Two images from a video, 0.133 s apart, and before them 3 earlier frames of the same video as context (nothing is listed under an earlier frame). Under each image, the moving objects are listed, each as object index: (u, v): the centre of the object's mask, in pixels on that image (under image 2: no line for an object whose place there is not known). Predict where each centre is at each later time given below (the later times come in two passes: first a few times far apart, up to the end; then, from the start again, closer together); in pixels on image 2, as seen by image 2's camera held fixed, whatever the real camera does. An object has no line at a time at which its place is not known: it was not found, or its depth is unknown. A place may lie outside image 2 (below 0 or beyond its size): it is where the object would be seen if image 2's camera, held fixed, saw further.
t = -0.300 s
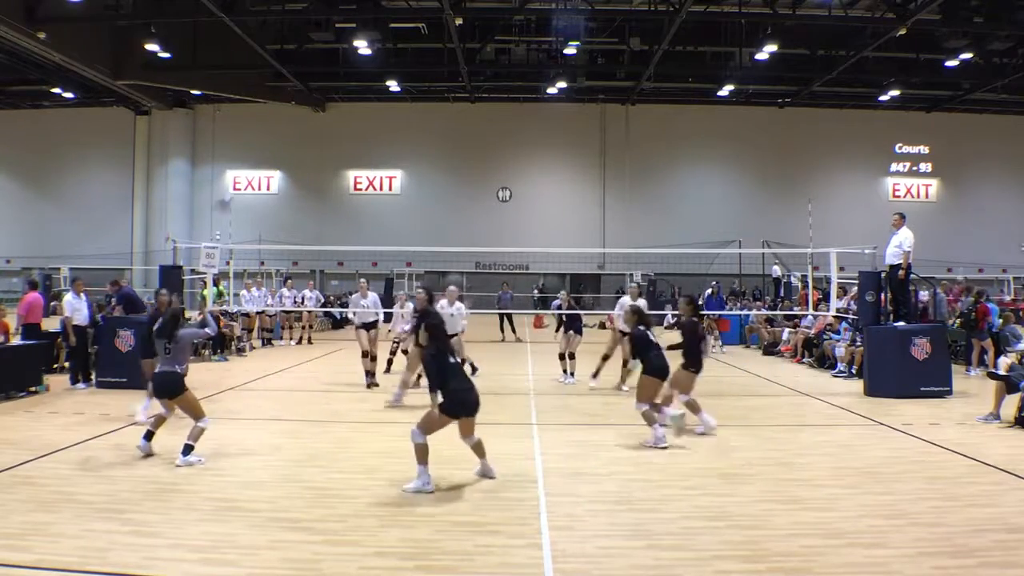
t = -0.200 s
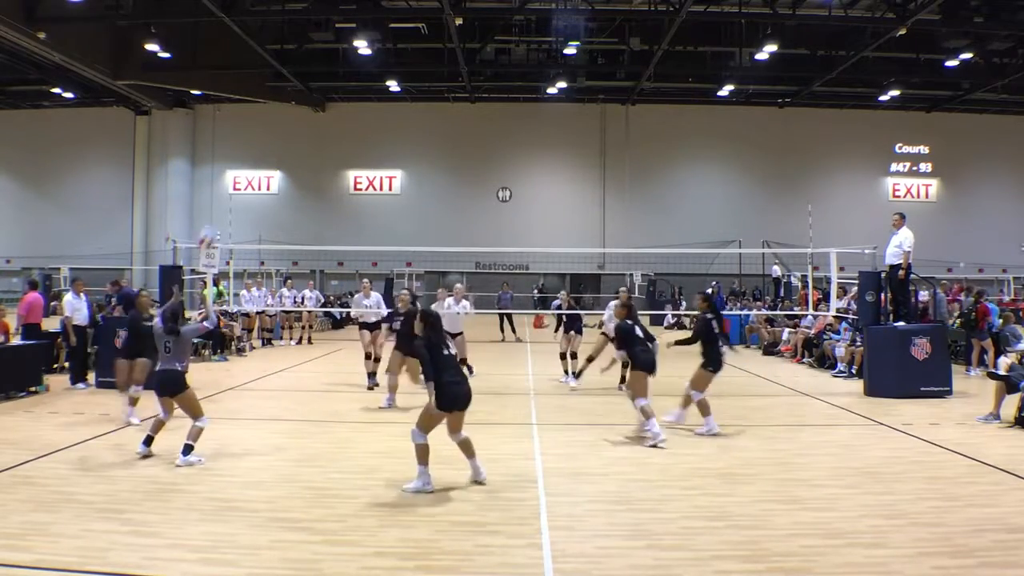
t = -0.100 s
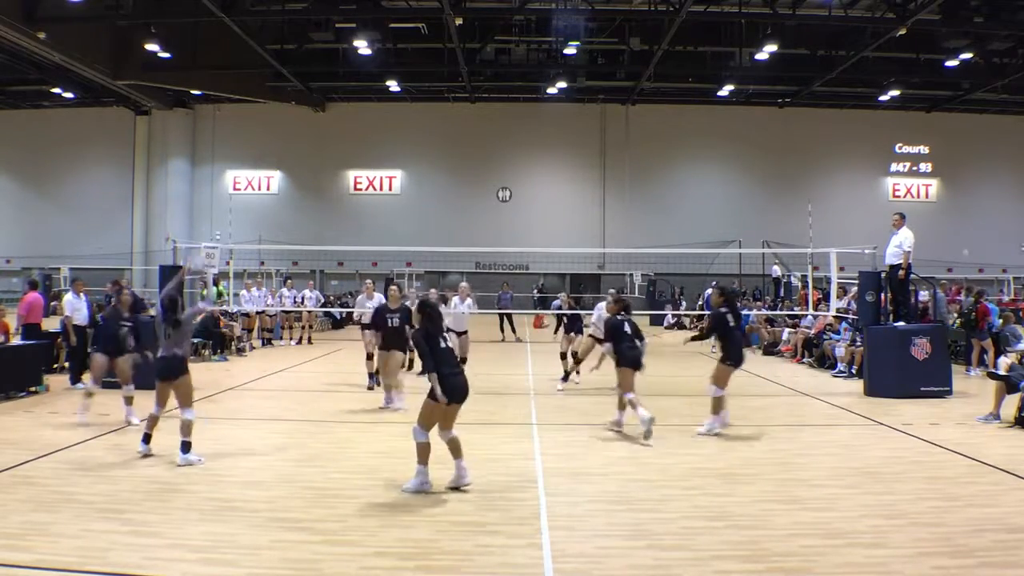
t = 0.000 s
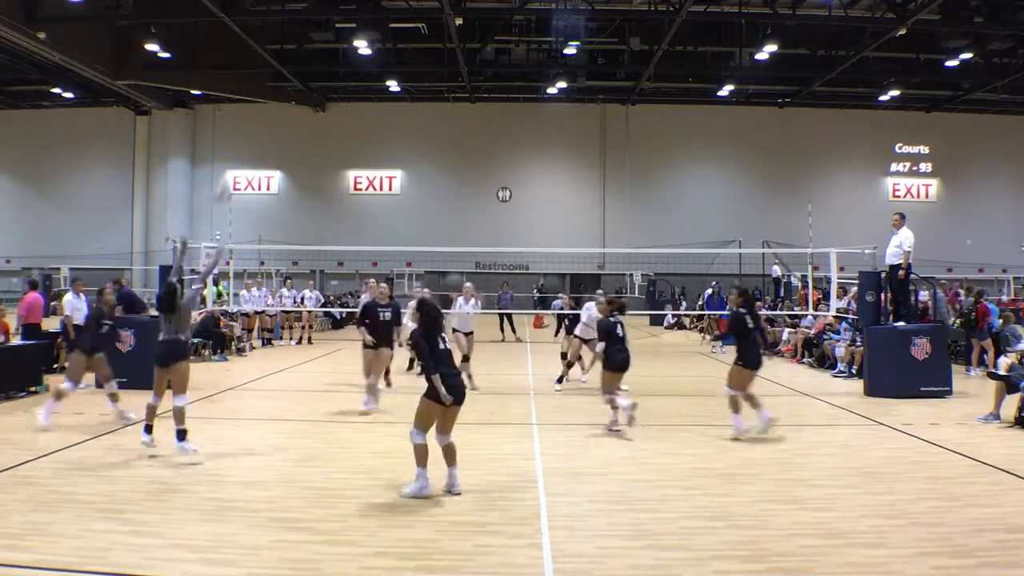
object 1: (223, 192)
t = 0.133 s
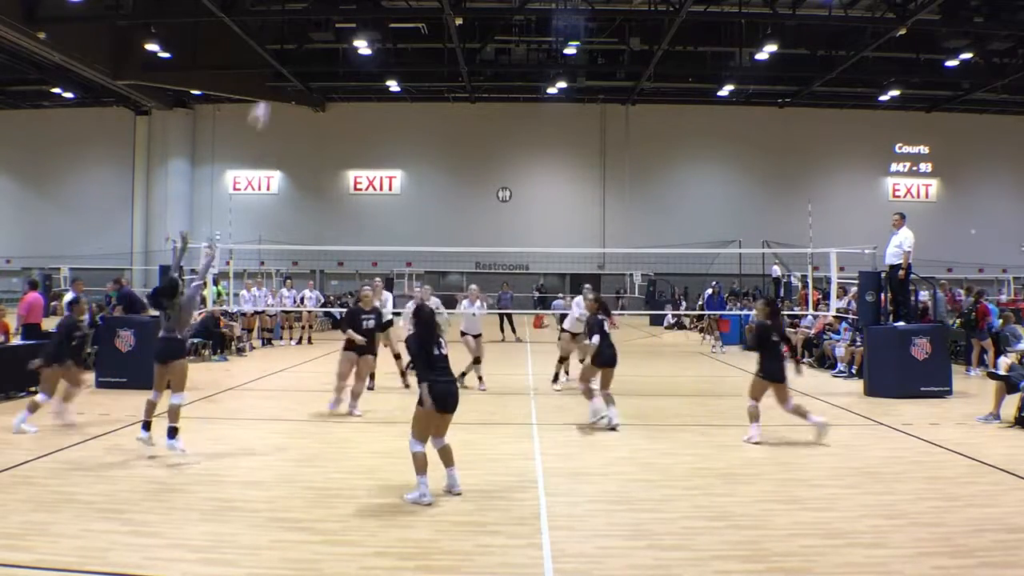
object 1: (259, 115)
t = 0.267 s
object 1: (292, 62)
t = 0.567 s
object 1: (356, 12)
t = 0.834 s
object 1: (403, 32)
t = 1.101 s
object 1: (444, 103)
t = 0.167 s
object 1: (268, 100)
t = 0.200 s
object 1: (275, 87)
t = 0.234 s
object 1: (284, 74)
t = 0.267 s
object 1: (292, 62)
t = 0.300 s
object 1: (299, 52)
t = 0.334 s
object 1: (307, 43)
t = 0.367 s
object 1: (314, 36)
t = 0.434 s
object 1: (329, 23)
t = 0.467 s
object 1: (336, 19)
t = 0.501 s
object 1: (342, 16)
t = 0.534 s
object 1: (349, 13)
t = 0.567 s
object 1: (356, 12)
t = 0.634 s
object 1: (368, 11)
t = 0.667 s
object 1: (374, 13)
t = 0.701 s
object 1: (380, 15)
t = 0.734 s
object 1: (386, 18)
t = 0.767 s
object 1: (392, 22)
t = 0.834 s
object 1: (403, 32)
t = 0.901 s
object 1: (414, 45)
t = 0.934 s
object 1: (419, 53)
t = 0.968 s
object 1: (424, 61)
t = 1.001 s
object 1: (429, 71)
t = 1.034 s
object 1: (434, 81)
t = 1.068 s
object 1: (439, 91)
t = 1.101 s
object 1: (444, 103)
